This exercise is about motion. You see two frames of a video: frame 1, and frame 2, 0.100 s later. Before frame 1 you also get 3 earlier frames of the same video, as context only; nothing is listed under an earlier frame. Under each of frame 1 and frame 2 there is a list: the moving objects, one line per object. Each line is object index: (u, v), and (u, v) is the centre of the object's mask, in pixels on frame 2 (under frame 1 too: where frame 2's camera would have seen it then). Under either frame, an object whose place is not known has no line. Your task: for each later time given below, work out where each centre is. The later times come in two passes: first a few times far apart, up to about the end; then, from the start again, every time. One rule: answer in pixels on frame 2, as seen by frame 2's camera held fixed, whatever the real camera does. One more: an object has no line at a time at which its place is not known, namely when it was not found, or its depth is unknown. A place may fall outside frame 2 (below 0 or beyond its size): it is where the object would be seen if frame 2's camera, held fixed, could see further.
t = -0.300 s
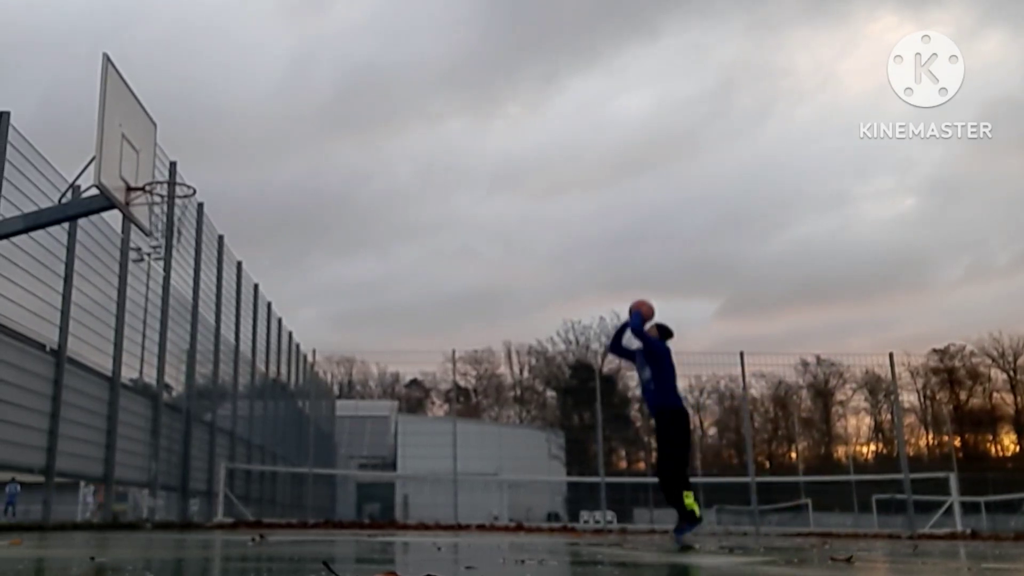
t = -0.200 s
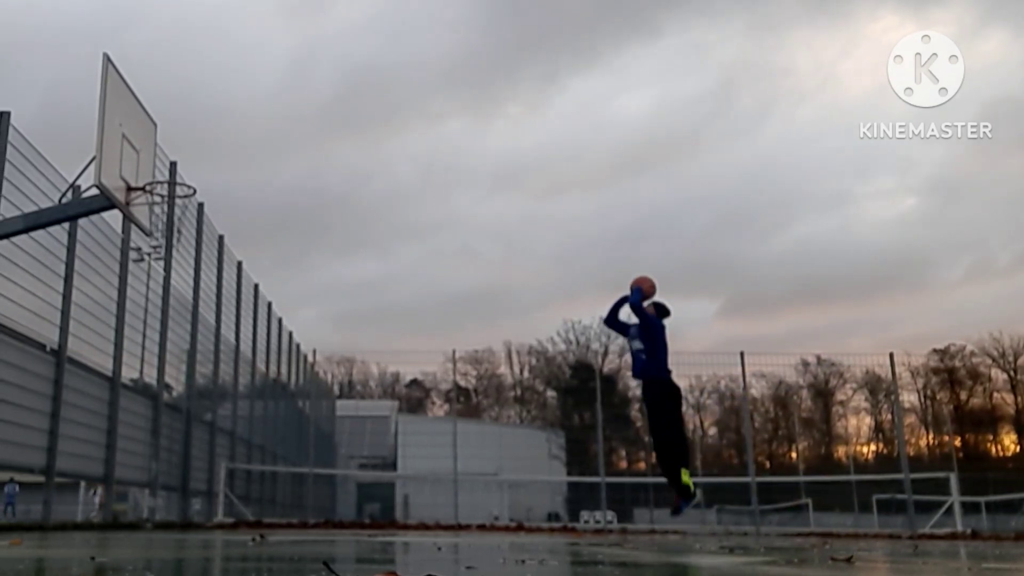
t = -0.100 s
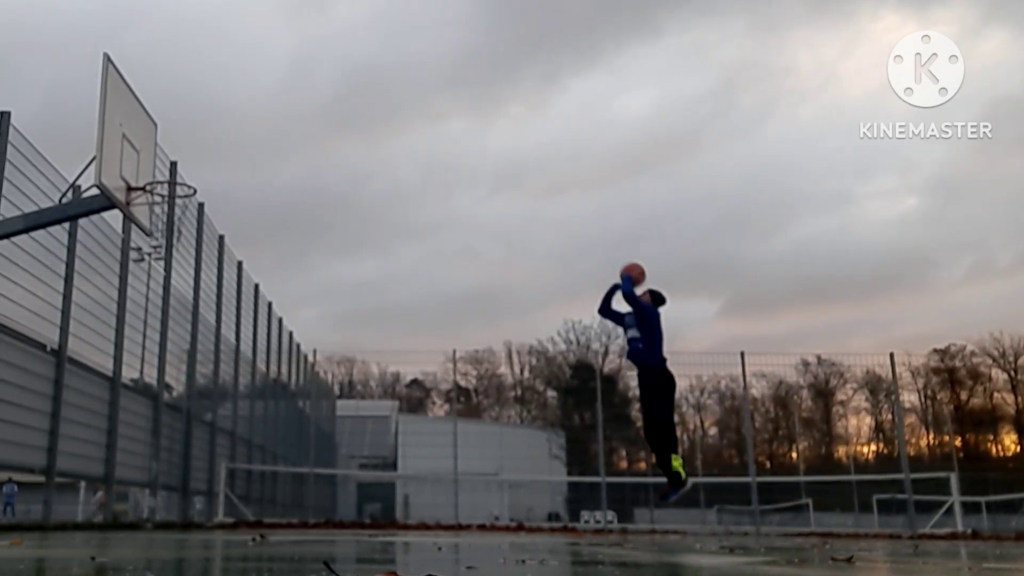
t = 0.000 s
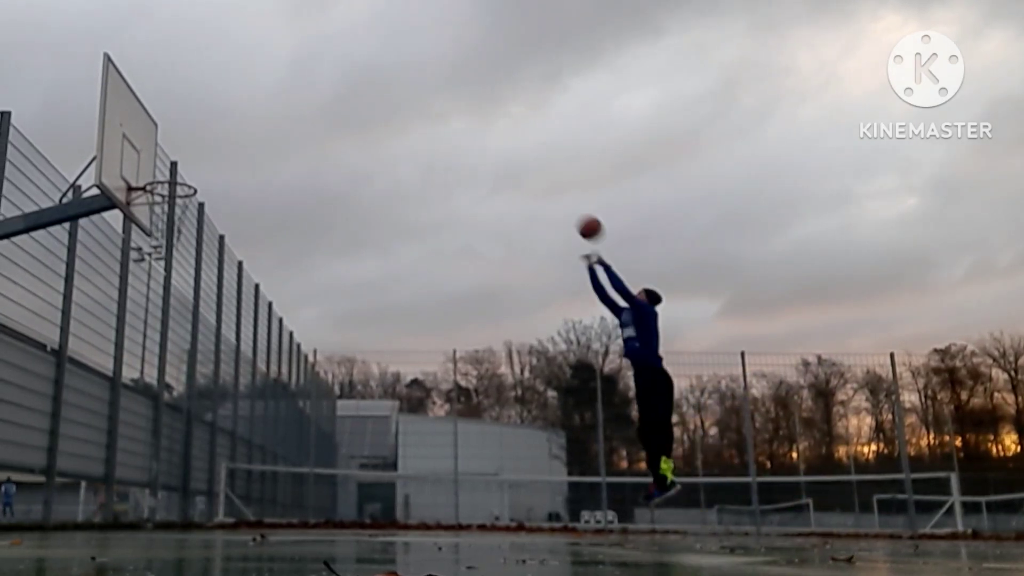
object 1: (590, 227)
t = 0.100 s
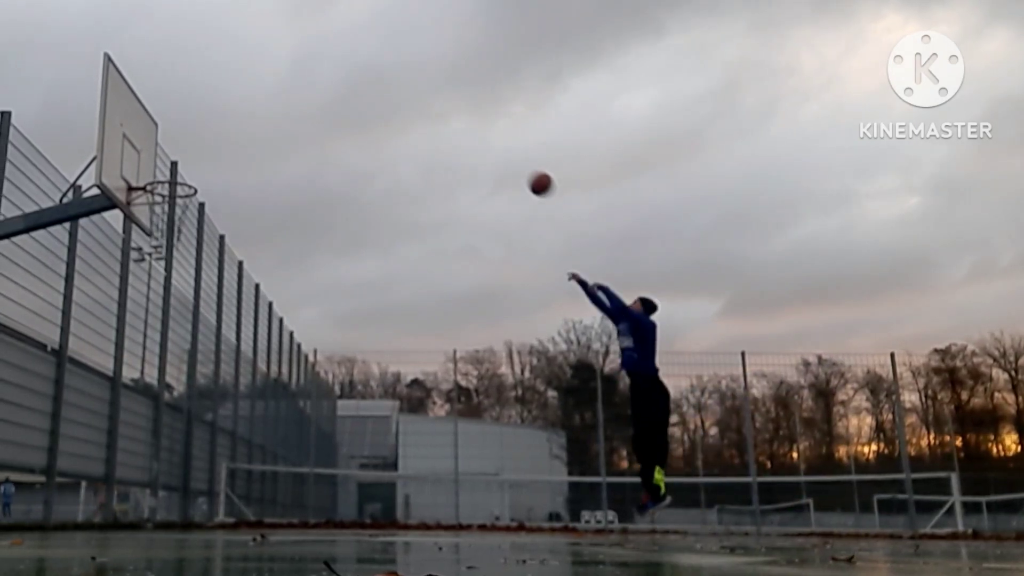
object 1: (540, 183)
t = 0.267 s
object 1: (461, 133)
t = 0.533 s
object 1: (338, 107)
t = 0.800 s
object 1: (213, 149)
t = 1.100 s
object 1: (162, 182)
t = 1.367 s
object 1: (208, 173)
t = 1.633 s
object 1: (255, 233)
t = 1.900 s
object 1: (299, 368)
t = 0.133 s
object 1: (524, 171)
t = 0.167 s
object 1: (508, 159)
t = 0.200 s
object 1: (492, 150)
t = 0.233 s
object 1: (476, 141)
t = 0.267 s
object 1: (461, 133)
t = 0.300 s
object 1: (445, 126)
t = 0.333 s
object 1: (430, 120)
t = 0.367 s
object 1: (414, 116)
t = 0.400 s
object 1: (399, 112)
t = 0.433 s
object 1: (384, 109)
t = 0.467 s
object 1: (368, 108)
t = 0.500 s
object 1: (353, 107)
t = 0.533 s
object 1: (338, 107)
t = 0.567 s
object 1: (323, 109)
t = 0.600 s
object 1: (307, 111)
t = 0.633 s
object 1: (292, 115)
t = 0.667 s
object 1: (277, 119)
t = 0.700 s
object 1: (261, 125)
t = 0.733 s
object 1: (245, 132)
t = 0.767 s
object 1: (229, 140)
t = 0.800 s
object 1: (213, 149)
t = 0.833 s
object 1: (197, 159)
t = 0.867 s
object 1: (181, 171)
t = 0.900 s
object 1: (164, 184)
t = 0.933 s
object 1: (165, 187)
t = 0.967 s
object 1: (176, 186)
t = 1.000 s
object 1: (175, 187)
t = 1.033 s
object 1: (172, 190)
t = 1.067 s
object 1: (167, 186)
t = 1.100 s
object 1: (162, 182)
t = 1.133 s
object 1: (163, 178)
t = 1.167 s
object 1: (170, 174)
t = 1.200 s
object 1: (177, 171)
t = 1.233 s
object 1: (182, 169)
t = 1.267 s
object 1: (189, 169)
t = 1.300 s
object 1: (196, 169)
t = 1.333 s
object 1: (202, 171)
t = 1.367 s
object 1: (208, 173)
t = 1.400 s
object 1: (214, 177)
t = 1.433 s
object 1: (220, 182)
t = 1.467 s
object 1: (226, 187)
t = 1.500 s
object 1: (232, 194)
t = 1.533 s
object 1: (238, 202)
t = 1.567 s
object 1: (243, 212)
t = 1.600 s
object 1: (249, 222)
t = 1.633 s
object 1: (255, 233)
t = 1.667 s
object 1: (260, 245)
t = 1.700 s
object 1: (266, 259)
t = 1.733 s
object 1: (272, 274)
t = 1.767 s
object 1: (277, 290)
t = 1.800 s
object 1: (283, 307)
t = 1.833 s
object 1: (288, 326)
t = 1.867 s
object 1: (294, 346)
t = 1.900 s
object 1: (299, 368)
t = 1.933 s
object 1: (305, 390)
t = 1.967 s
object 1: (311, 415)
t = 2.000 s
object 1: (316, 441)
